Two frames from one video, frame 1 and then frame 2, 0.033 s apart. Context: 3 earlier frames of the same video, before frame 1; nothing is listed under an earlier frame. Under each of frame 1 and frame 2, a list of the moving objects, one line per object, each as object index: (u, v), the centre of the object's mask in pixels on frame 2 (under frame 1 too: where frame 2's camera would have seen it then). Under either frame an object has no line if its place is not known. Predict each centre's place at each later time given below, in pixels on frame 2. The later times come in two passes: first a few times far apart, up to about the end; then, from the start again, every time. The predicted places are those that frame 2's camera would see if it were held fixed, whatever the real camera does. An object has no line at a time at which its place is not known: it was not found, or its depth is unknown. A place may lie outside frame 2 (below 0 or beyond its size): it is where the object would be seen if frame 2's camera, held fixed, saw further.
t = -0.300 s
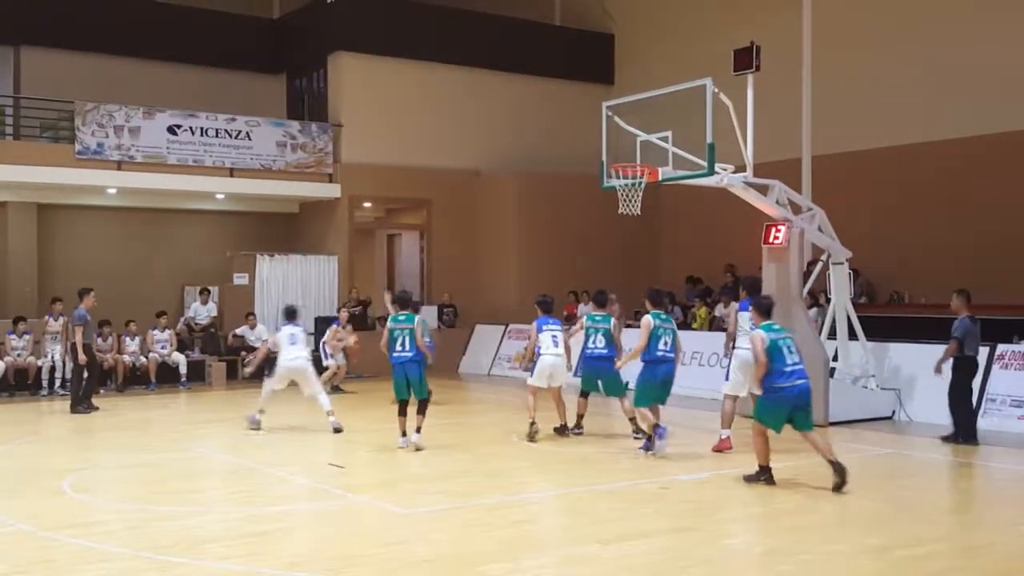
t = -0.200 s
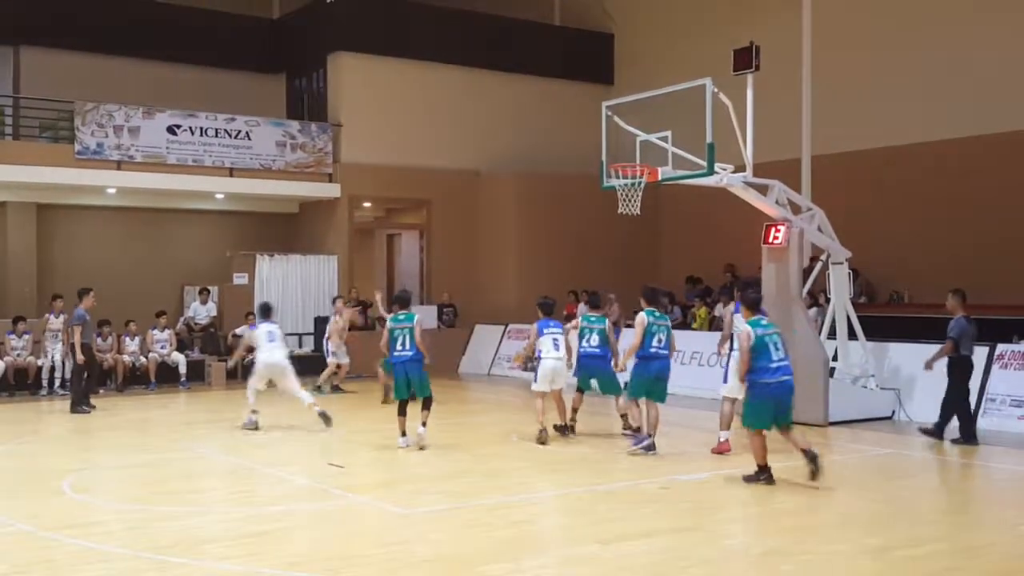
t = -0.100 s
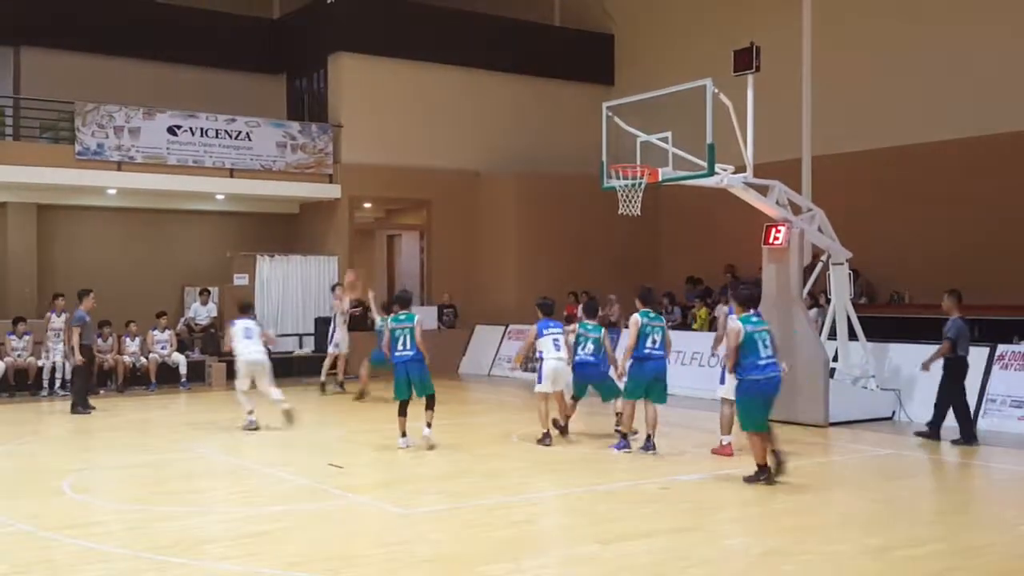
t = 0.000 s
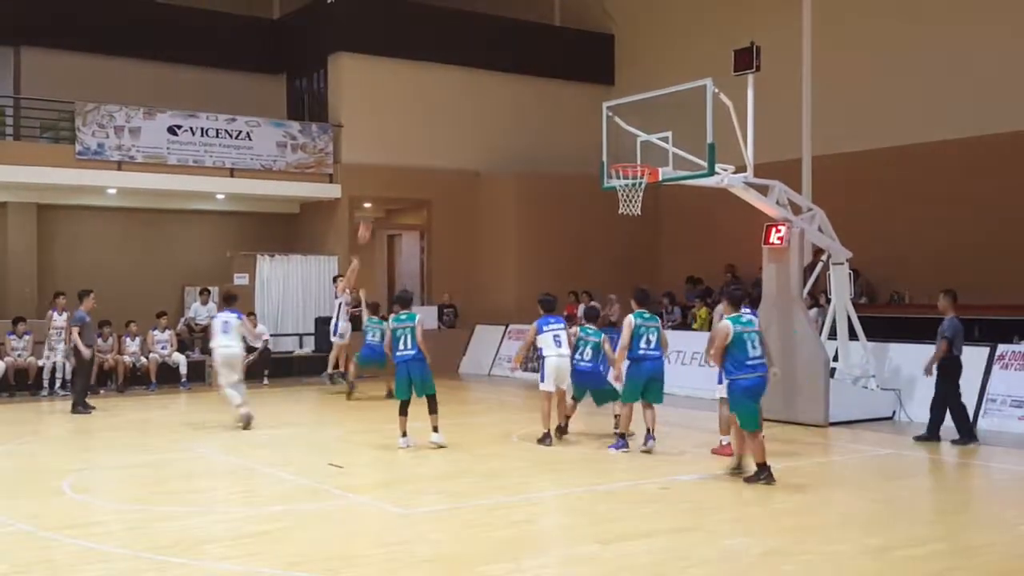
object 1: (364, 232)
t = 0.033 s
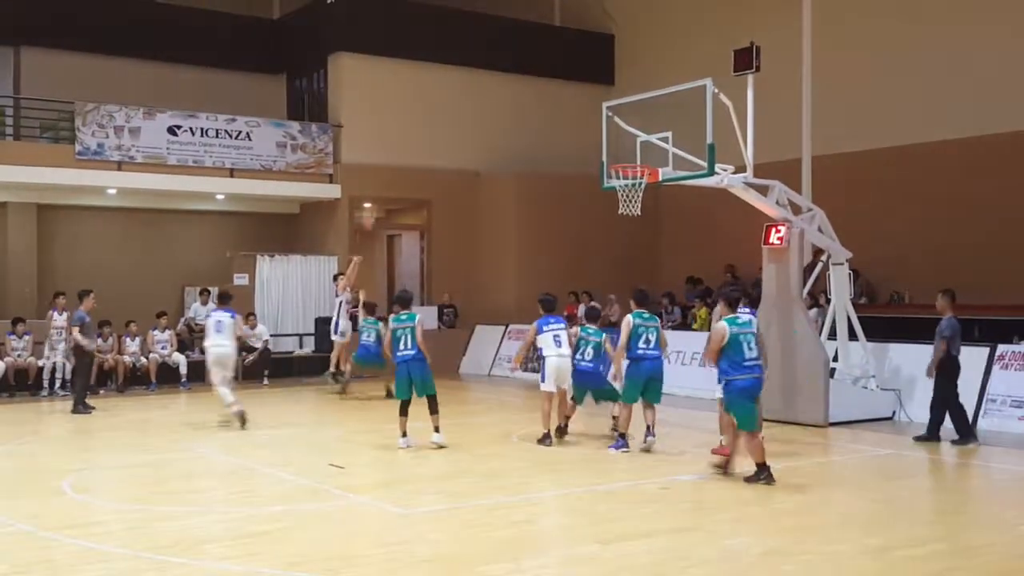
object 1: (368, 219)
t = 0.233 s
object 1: (400, 138)
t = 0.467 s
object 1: (435, 76)
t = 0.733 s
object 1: (484, 43)
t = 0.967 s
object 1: (531, 56)
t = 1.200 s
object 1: (583, 114)
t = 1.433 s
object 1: (613, 126)
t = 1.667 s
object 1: (622, 90)
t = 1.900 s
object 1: (629, 102)
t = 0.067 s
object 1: (375, 202)
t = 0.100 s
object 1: (379, 189)
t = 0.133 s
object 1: (383, 176)
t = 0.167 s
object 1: (389, 163)
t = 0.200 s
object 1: (395, 150)
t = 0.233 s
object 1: (400, 138)
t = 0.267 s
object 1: (404, 128)
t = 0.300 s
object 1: (409, 117)
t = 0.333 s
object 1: (413, 107)
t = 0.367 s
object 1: (418, 100)
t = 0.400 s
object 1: (423, 92)
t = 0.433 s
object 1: (430, 82)
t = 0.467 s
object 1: (435, 76)
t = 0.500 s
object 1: (440, 69)
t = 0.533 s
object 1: (448, 63)
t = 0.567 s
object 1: (453, 58)
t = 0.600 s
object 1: (459, 54)
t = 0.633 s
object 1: (465, 50)
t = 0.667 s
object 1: (472, 47)
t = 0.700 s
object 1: (478, 45)
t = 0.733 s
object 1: (484, 43)
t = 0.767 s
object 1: (491, 43)
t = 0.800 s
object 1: (497, 43)
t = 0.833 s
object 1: (502, 44)
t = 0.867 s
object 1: (509, 45)
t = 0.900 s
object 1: (516, 48)
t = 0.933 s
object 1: (523, 52)
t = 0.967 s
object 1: (531, 56)
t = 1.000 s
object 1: (537, 61)
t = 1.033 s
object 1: (545, 67)
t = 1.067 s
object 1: (552, 73)
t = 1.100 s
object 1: (559, 83)
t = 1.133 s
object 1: (568, 91)
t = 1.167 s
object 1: (576, 101)
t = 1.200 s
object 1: (583, 114)
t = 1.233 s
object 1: (590, 125)
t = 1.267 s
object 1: (598, 138)
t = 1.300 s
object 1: (608, 155)
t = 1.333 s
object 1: (610, 154)
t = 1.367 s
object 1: (610, 143)
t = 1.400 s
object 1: (612, 135)
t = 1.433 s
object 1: (613, 126)
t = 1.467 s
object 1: (616, 117)
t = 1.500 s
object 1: (616, 112)
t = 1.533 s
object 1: (617, 106)
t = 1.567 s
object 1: (618, 101)
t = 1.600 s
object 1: (620, 97)
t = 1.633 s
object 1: (621, 92)
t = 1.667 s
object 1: (622, 90)
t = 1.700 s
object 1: (623, 90)
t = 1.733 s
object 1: (624, 90)
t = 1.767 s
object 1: (625, 91)
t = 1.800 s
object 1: (626, 92)
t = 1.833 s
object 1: (627, 93)
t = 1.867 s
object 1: (628, 97)
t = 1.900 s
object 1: (629, 102)
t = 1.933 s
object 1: (632, 107)
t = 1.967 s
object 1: (634, 114)
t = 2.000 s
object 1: (633, 123)
